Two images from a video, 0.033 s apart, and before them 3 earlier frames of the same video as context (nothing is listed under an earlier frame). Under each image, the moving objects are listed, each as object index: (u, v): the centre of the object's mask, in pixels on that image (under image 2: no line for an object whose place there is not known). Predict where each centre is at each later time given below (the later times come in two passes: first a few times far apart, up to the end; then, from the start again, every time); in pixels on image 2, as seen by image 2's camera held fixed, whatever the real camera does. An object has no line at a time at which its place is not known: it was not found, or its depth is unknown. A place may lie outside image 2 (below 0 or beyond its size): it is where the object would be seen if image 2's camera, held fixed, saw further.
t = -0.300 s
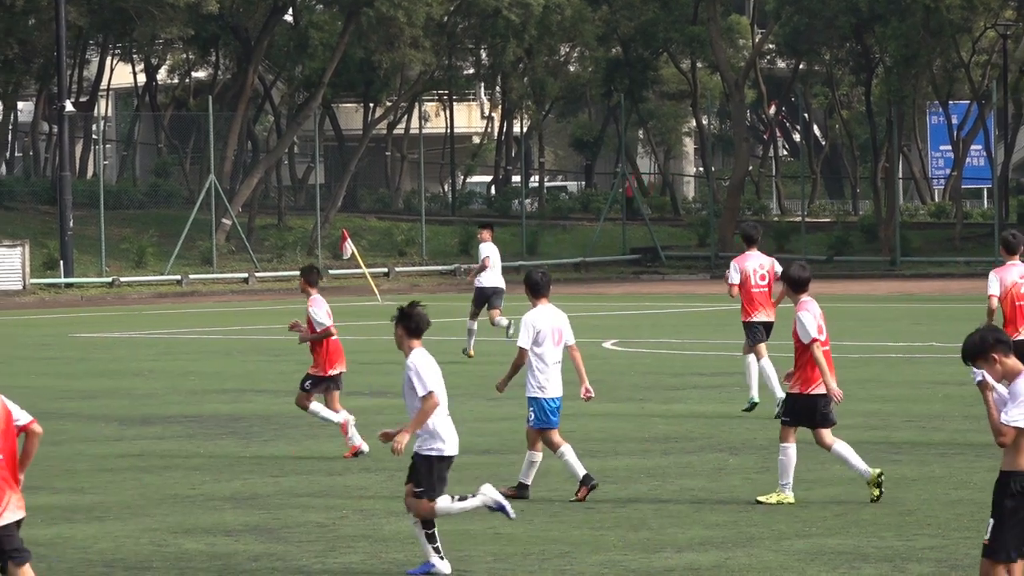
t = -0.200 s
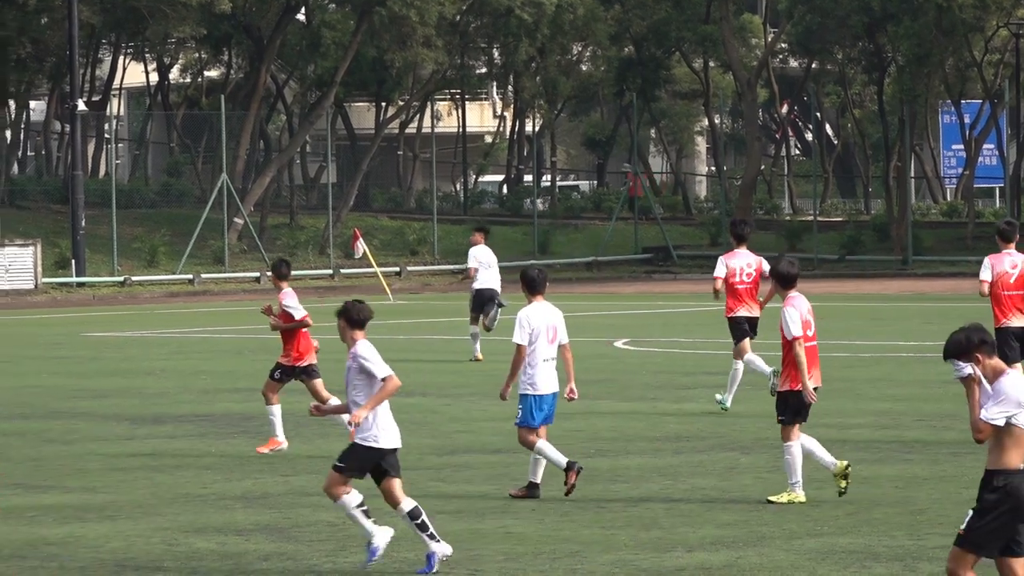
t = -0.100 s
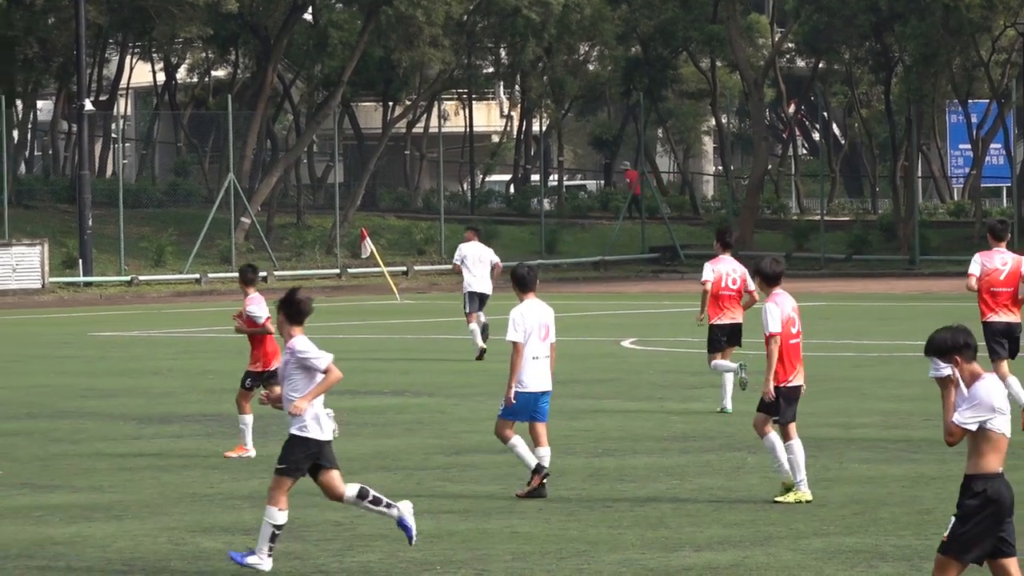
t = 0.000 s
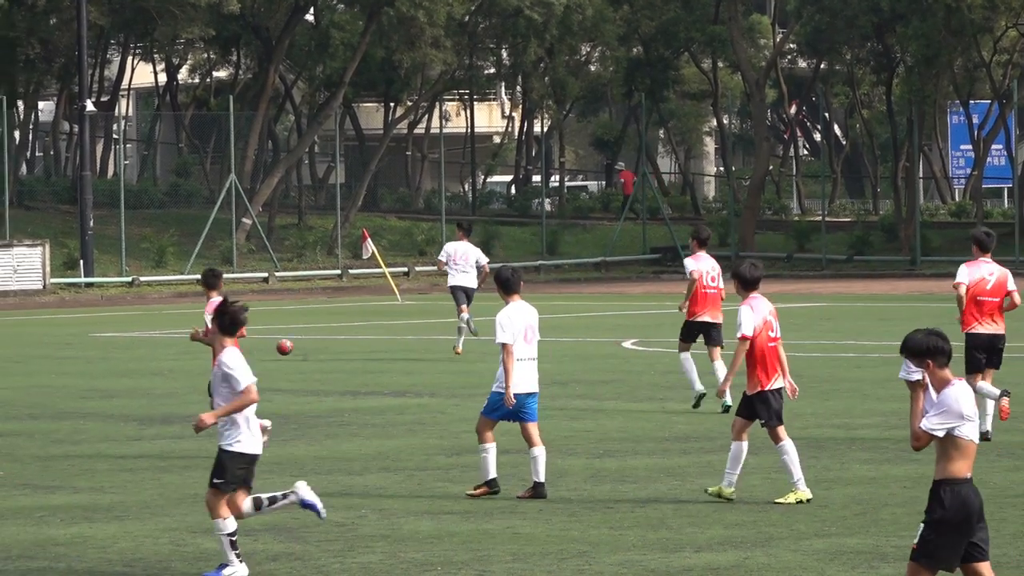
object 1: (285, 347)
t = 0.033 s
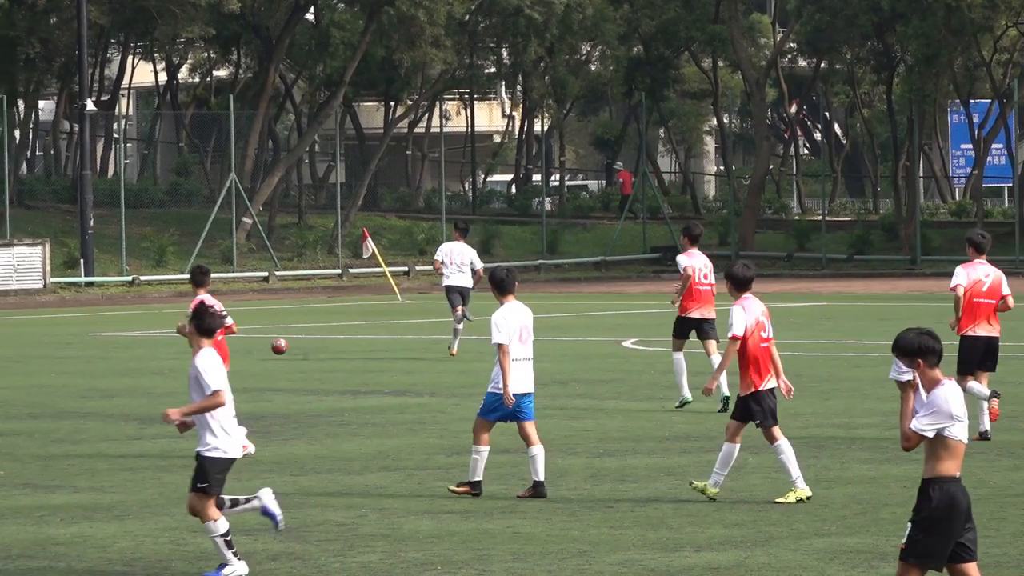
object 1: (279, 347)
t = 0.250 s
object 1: (243, 348)
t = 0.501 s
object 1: (205, 345)
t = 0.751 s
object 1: (169, 342)
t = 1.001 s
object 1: (134, 339)
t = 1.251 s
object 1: (100, 337)
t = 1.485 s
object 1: (70, 334)
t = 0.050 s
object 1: (277, 347)
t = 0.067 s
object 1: (274, 347)
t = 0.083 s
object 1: (271, 348)
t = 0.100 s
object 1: (268, 349)
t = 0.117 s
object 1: (265, 351)
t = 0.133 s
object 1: (263, 350)
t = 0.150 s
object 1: (260, 349)
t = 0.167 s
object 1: (257, 348)
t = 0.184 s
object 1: (254, 348)
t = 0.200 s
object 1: (251, 347)
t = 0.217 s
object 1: (249, 347)
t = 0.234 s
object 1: (246, 348)
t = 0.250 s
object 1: (243, 348)
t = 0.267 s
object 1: (240, 348)
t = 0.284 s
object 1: (238, 349)
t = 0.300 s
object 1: (235, 349)
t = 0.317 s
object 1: (233, 348)
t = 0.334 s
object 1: (230, 348)
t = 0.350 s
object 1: (227, 347)
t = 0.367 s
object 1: (225, 347)
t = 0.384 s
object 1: (222, 348)
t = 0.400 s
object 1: (220, 348)
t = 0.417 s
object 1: (217, 348)
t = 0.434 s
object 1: (215, 347)
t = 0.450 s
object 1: (212, 347)
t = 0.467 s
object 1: (209, 346)
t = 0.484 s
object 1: (207, 346)
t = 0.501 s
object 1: (205, 345)
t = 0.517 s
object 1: (202, 346)
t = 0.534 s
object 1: (200, 345)
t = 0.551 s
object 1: (198, 346)
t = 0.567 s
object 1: (195, 347)
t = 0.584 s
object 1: (193, 346)
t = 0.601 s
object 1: (190, 344)
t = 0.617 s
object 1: (188, 344)
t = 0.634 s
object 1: (185, 342)
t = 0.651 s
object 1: (183, 342)
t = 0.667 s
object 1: (180, 341)
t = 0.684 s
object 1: (178, 341)
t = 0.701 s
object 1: (176, 341)
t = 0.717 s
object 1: (173, 341)
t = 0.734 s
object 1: (171, 341)
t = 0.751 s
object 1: (169, 342)
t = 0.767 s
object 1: (166, 343)
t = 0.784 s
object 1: (164, 343)
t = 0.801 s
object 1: (162, 342)
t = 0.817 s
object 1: (159, 341)
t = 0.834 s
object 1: (157, 341)
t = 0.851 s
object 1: (154, 340)
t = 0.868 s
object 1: (151, 340)
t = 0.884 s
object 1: (150, 339)
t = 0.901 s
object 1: (147, 340)
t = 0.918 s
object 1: (144, 339)
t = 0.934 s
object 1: (143, 340)
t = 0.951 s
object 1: (141, 340)
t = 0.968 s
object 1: (138, 340)
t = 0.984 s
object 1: (136, 340)
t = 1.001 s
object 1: (134, 339)
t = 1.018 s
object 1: (132, 338)
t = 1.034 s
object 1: (129, 338)
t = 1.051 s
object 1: (127, 339)
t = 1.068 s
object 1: (125, 339)
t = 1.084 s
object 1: (123, 339)
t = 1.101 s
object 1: (120, 339)
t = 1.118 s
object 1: (118, 338)
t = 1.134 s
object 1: (116, 338)
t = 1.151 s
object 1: (113, 338)
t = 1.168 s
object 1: (111, 338)
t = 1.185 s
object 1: (109, 338)
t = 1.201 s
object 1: (107, 337)
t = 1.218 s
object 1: (105, 337)
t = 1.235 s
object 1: (103, 337)
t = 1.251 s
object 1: (100, 337)
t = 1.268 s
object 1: (98, 337)
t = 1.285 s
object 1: (96, 337)
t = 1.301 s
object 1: (94, 337)
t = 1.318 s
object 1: (92, 336)
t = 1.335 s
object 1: (90, 336)
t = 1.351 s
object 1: (87, 335)
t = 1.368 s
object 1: (85, 335)
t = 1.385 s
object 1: (83, 335)
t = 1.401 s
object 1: (81, 335)
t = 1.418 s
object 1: (78, 336)
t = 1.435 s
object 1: (76, 336)
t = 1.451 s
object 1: (74, 335)
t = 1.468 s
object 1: (72, 335)
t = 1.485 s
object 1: (70, 334)
